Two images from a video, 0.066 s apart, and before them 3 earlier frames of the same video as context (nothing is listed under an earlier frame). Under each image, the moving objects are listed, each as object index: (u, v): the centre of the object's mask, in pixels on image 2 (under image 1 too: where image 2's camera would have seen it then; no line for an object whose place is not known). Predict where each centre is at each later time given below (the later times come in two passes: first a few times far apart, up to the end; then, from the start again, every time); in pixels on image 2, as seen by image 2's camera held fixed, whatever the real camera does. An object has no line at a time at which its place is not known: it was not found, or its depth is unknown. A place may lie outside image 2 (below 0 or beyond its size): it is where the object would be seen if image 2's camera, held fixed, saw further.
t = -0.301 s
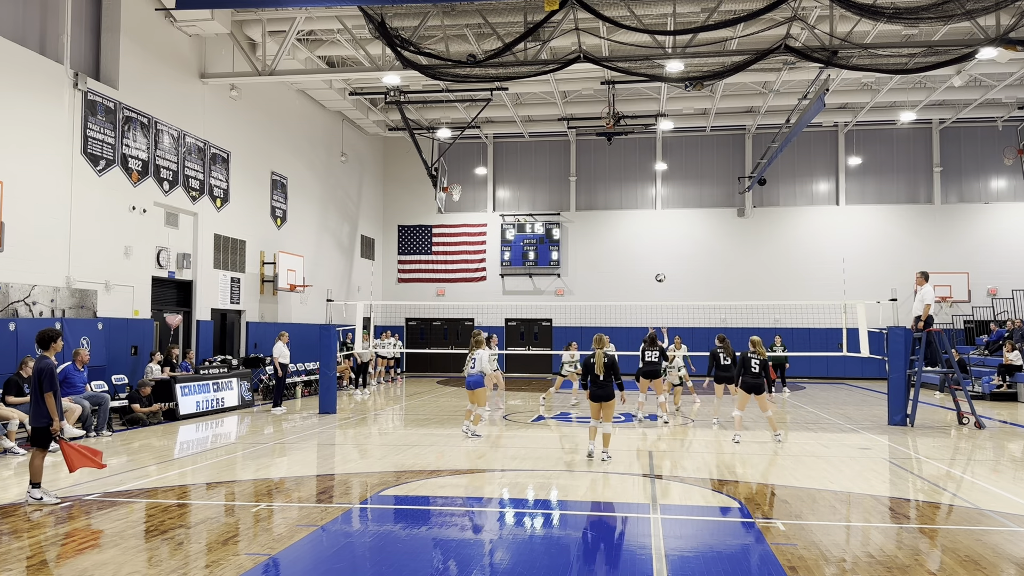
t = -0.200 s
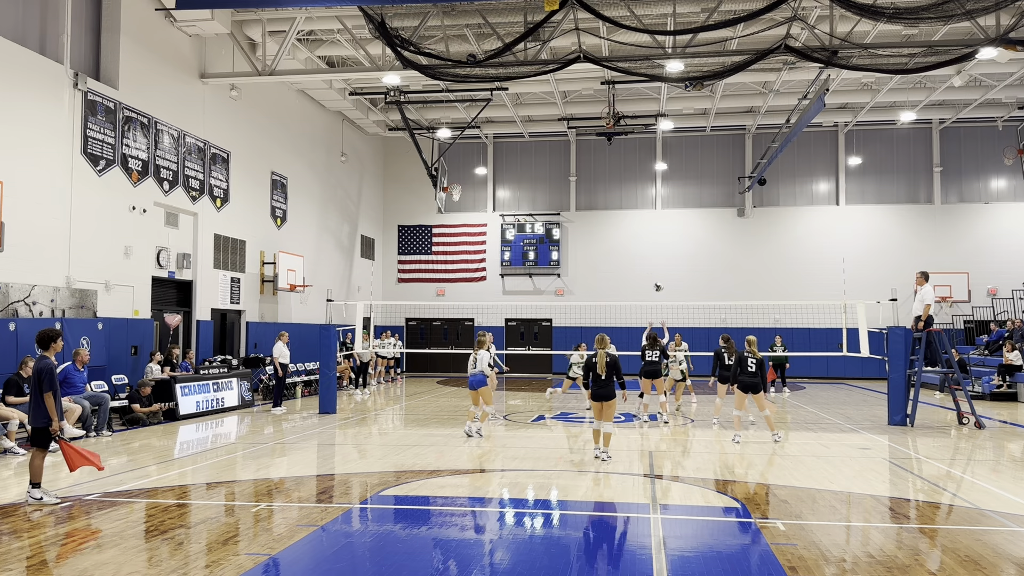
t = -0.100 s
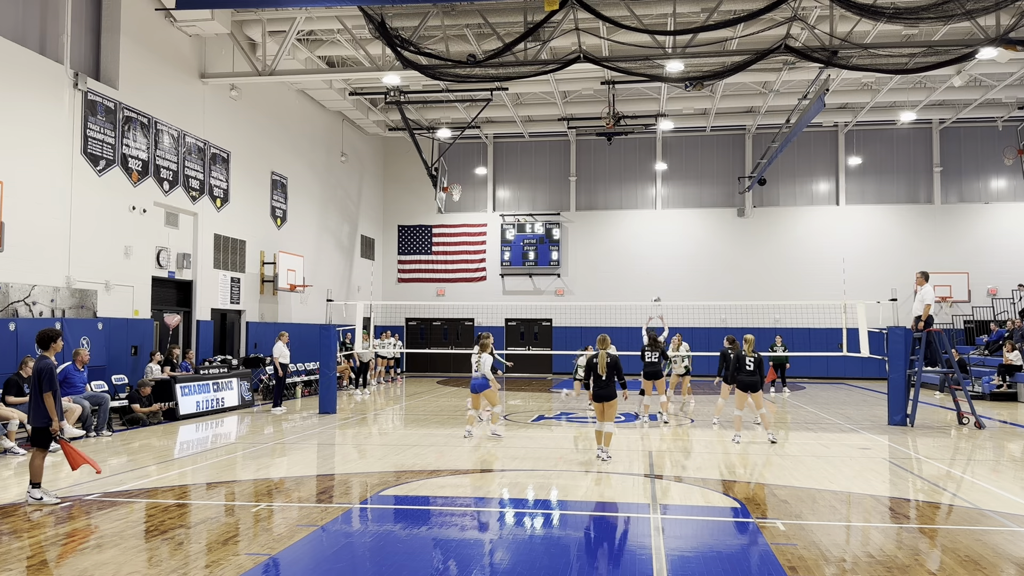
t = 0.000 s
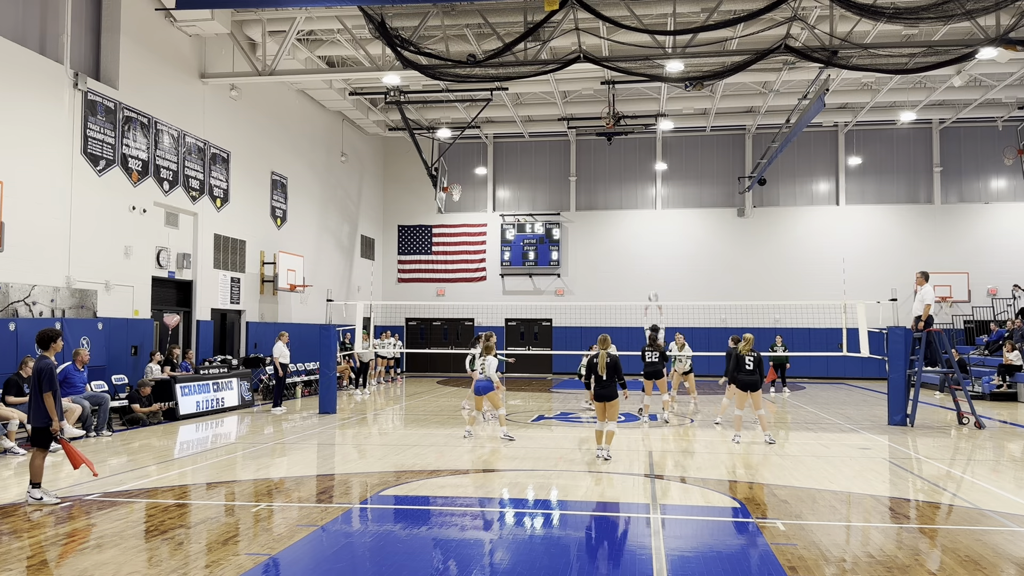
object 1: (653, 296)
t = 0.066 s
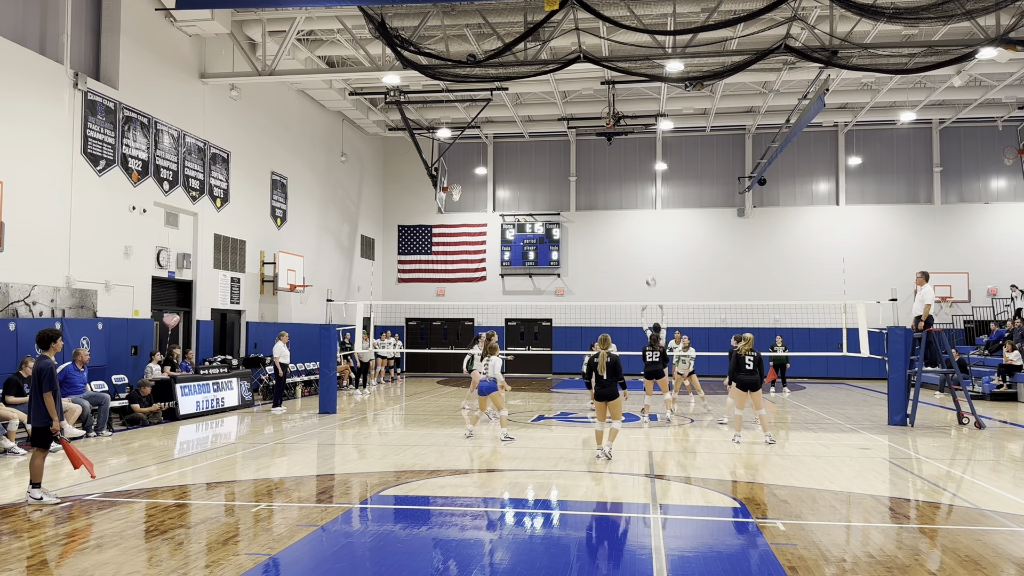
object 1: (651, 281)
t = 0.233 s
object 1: (646, 253)
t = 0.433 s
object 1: (639, 236)
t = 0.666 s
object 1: (632, 239)
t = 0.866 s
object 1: (627, 261)
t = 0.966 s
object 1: (625, 277)
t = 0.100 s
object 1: (650, 274)
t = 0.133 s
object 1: (649, 268)
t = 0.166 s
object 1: (648, 263)
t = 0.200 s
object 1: (647, 257)
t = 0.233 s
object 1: (646, 253)
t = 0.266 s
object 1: (644, 248)
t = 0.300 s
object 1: (643, 245)
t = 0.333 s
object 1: (642, 242)
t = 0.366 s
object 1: (641, 239)
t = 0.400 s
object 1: (640, 237)
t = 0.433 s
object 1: (639, 236)
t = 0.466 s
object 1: (638, 235)
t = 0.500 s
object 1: (637, 234)
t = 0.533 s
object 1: (636, 234)
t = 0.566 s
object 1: (635, 235)
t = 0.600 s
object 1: (634, 236)
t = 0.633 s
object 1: (633, 237)
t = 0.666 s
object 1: (632, 239)
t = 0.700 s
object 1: (631, 242)
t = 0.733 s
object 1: (631, 245)
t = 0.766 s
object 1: (630, 248)
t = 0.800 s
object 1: (629, 252)
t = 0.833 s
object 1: (628, 256)
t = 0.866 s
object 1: (627, 261)
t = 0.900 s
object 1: (626, 266)
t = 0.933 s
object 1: (626, 271)
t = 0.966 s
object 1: (625, 277)
